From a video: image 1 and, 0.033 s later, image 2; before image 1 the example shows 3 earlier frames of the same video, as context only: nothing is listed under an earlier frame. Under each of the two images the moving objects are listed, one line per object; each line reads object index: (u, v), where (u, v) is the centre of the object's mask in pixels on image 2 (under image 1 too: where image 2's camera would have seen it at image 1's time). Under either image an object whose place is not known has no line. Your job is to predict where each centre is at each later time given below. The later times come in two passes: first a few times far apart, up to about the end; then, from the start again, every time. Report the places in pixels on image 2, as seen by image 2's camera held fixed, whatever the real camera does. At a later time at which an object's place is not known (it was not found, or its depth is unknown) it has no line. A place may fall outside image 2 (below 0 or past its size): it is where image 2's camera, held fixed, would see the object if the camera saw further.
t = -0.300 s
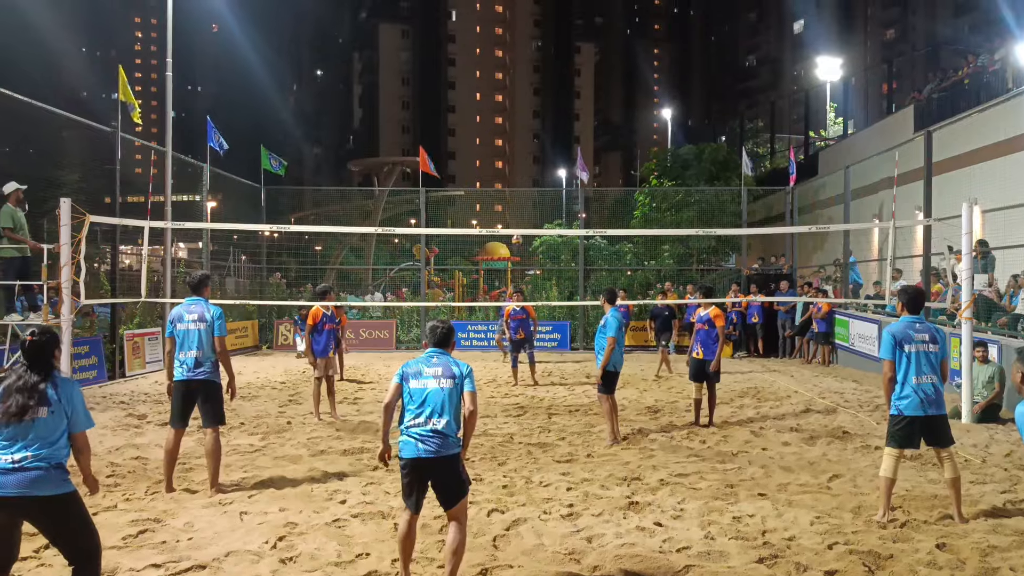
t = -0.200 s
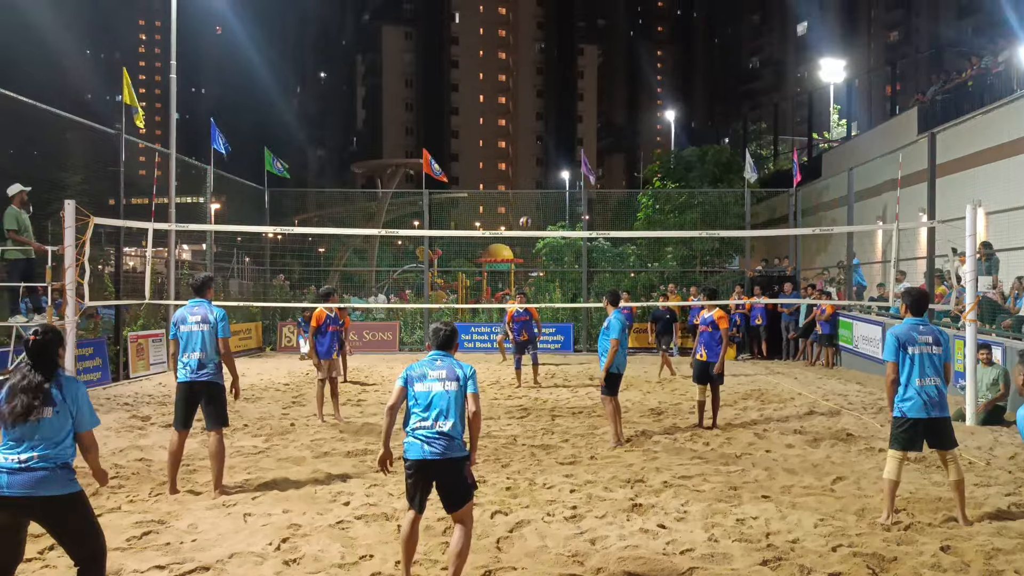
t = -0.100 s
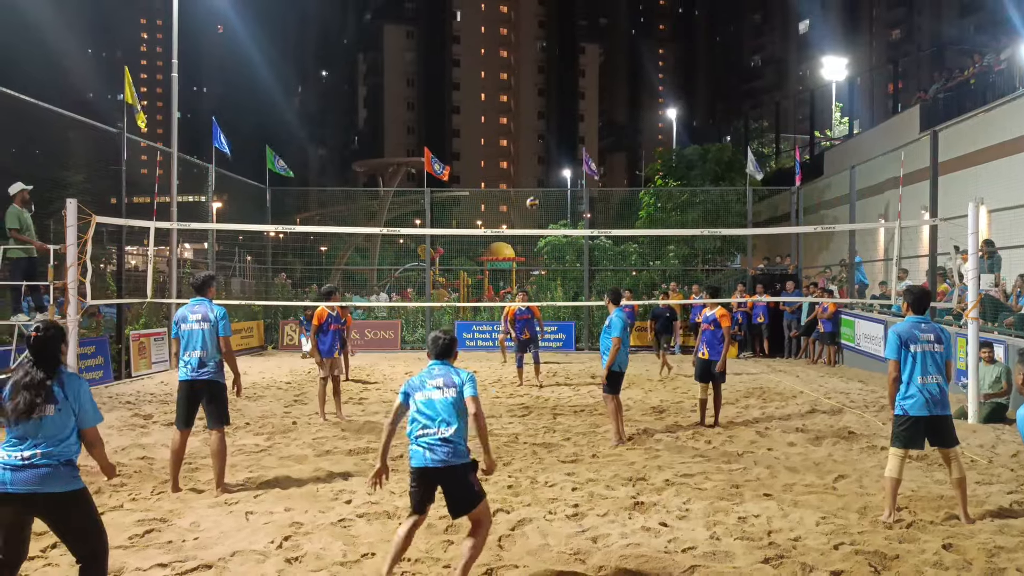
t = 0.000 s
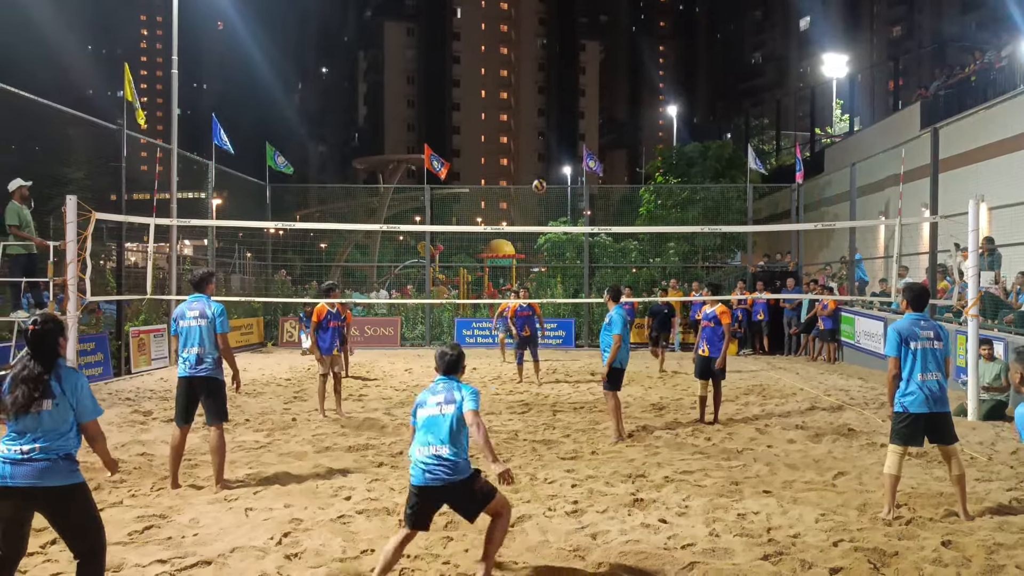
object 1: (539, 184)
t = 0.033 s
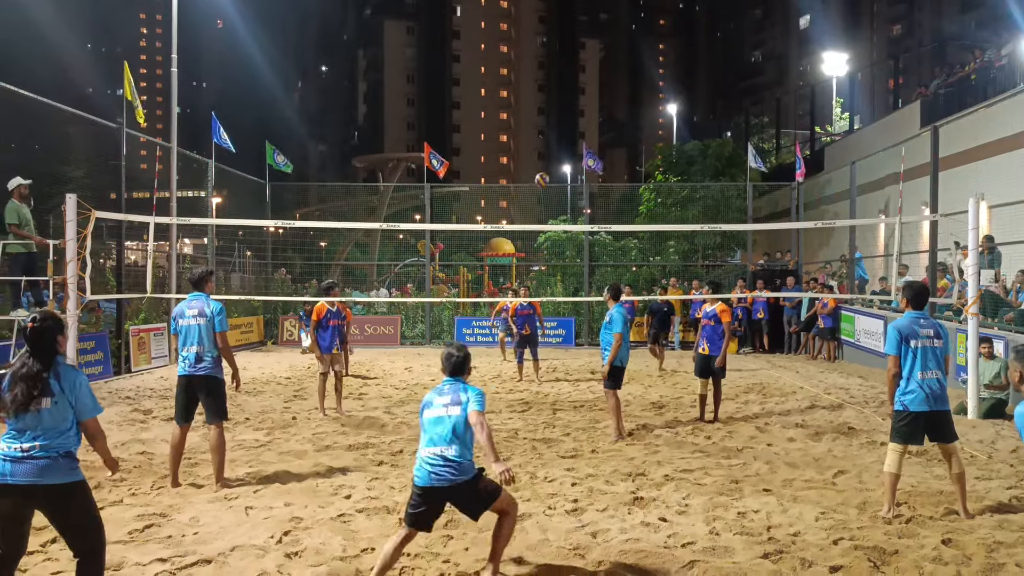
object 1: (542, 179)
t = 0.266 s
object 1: (570, 166)
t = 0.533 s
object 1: (635, 208)
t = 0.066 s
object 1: (545, 177)
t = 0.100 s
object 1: (548, 174)
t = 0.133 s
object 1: (551, 171)
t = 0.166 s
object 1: (555, 168)
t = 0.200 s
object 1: (559, 167)
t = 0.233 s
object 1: (564, 166)
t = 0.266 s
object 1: (570, 166)
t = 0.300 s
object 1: (575, 167)
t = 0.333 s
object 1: (582, 169)
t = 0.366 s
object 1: (589, 171)
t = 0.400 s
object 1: (596, 175)
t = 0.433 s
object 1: (605, 181)
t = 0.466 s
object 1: (614, 188)
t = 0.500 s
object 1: (624, 196)
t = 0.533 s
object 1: (635, 208)
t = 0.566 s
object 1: (649, 220)
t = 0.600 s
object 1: (664, 236)
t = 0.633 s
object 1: (680, 255)
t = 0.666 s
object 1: (699, 277)
